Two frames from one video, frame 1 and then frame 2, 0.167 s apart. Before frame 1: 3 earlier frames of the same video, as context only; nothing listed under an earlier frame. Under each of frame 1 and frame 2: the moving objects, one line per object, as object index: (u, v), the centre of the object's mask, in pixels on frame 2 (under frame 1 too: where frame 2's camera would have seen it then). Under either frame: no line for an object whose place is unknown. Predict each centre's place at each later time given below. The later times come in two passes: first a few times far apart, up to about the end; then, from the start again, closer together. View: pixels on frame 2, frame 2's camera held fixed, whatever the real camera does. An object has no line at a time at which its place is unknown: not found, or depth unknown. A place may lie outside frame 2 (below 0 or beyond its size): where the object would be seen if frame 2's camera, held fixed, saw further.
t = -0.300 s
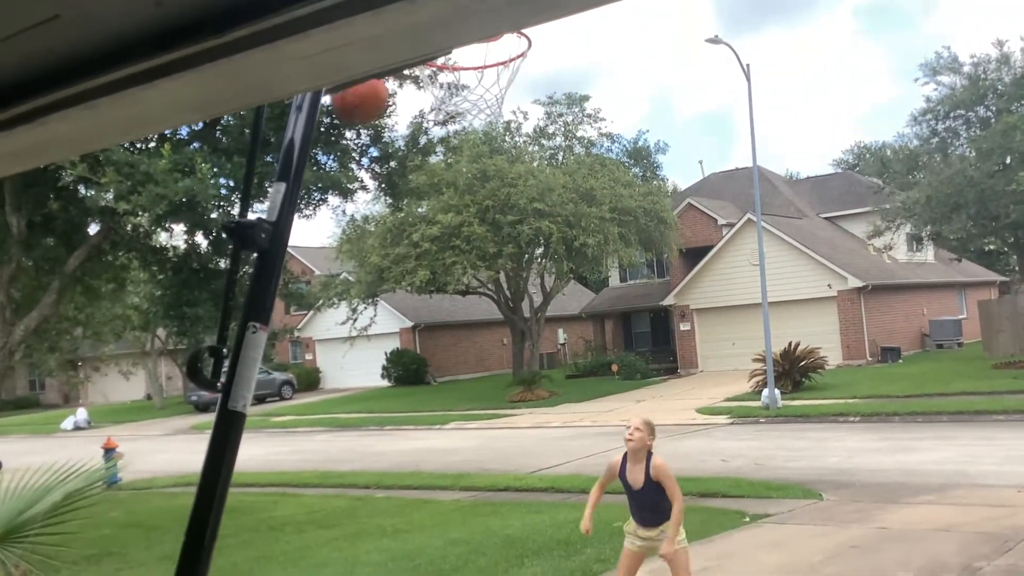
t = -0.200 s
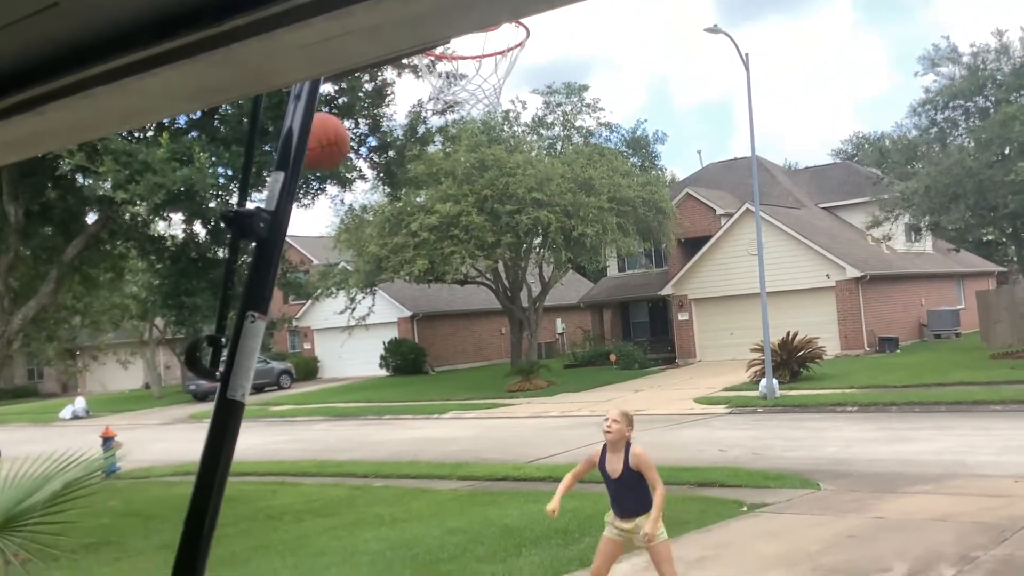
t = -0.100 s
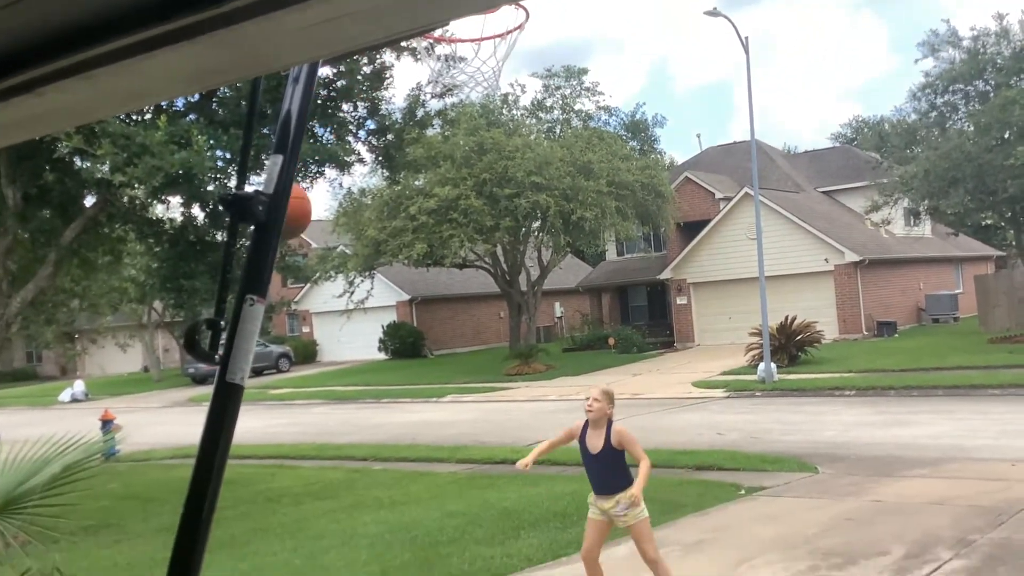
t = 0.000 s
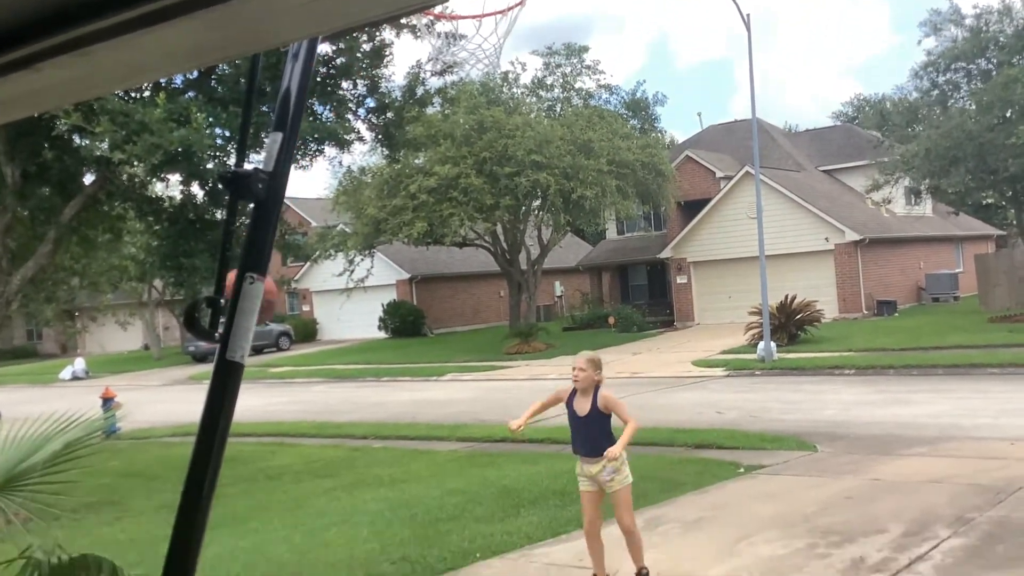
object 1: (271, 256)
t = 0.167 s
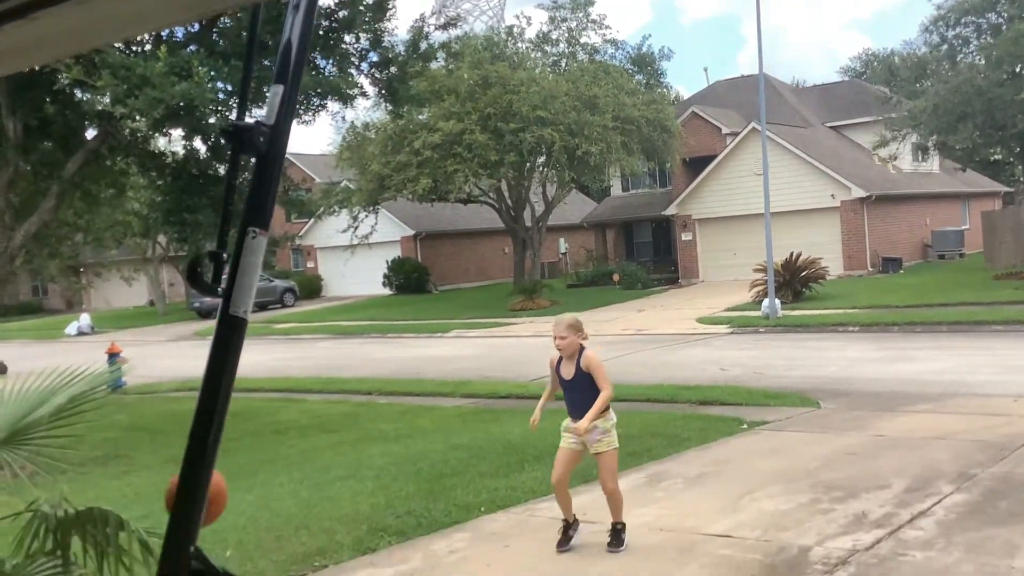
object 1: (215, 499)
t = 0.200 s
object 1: (208, 544)
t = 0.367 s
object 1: (141, 521)
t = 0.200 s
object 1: (208, 544)
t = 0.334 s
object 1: (142, 563)
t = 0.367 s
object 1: (141, 521)
